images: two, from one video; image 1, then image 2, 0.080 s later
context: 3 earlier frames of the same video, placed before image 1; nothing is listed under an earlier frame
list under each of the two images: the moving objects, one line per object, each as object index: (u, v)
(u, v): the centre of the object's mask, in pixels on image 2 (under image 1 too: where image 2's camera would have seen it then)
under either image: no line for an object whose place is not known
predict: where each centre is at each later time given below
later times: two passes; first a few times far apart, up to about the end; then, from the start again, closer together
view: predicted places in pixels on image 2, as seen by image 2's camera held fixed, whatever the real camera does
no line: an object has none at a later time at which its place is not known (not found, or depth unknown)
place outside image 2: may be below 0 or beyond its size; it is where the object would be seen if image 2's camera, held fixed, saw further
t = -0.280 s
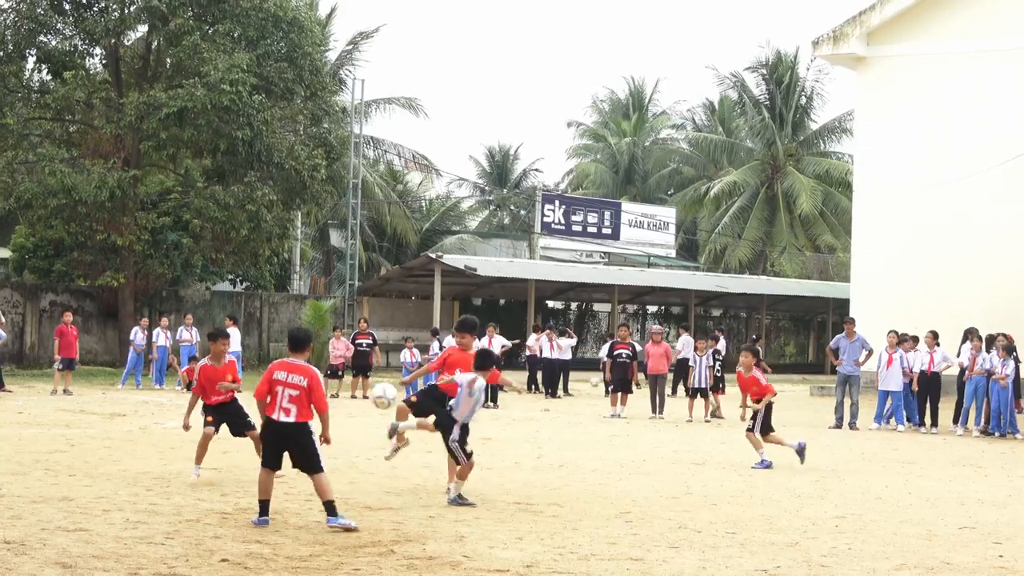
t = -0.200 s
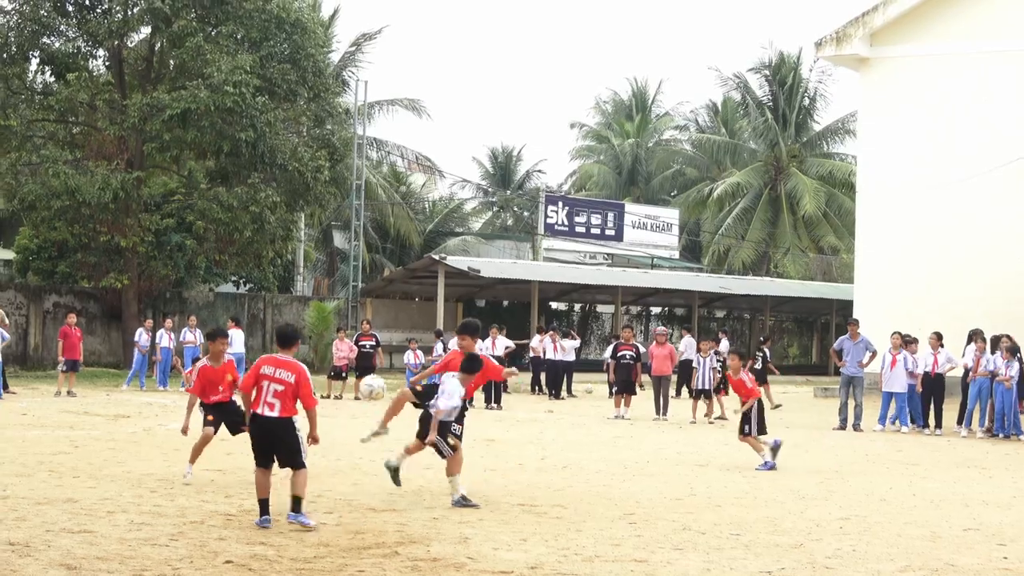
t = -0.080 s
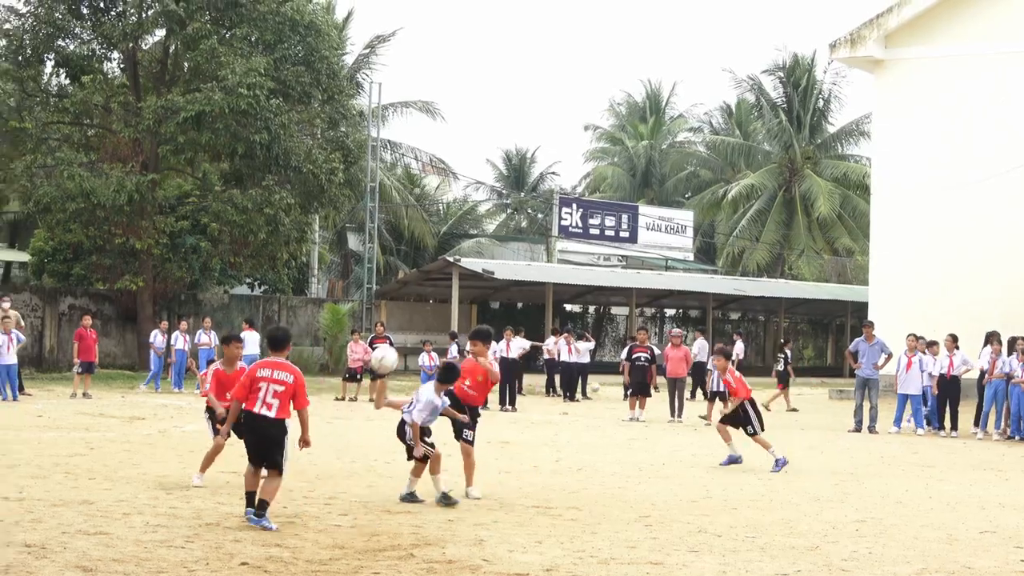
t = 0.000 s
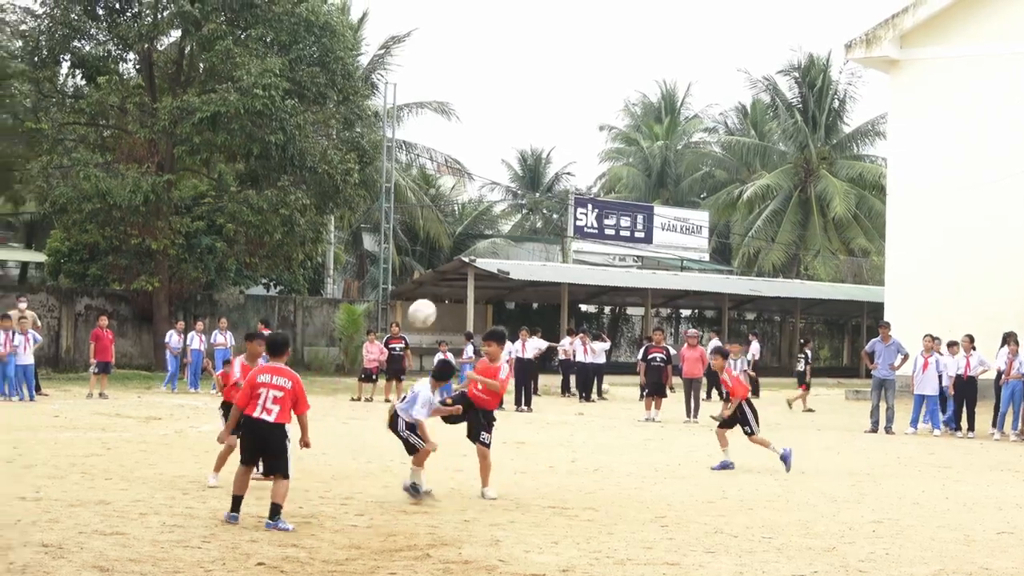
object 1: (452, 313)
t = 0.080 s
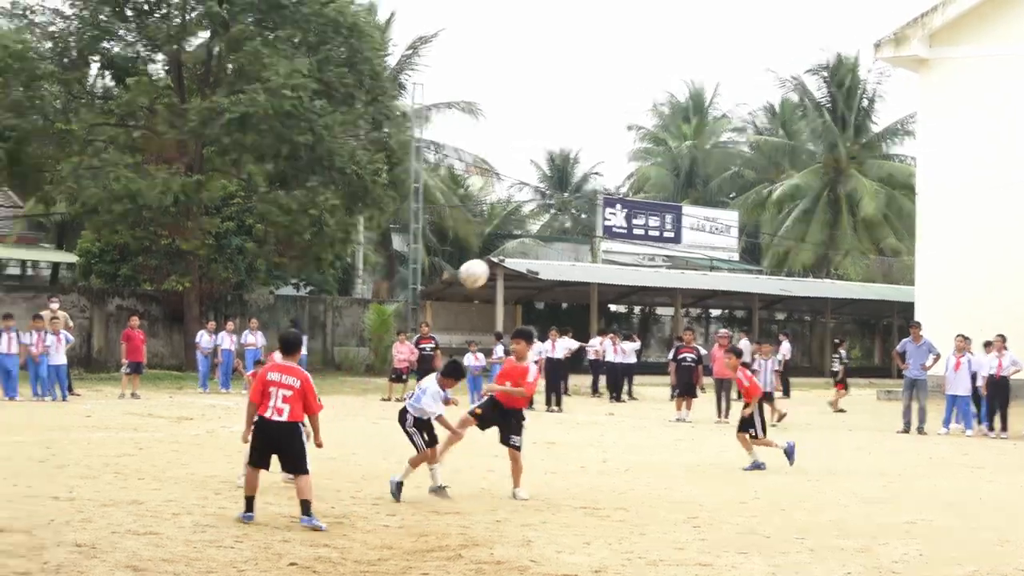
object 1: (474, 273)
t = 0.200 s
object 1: (507, 227)
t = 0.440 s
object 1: (579, 187)
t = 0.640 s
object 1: (643, 206)
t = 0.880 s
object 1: (721, 307)
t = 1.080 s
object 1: (792, 455)
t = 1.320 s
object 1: (839, 423)
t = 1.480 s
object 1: (853, 355)
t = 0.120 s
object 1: (484, 256)
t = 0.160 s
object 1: (496, 241)
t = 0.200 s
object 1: (507, 227)
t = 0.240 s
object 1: (519, 216)
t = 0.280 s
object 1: (531, 204)
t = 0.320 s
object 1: (543, 198)
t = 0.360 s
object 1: (554, 192)
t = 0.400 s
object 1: (567, 189)
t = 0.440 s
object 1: (579, 187)
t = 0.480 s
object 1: (592, 186)
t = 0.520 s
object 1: (603, 193)
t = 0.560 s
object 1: (618, 194)
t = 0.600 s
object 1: (630, 198)
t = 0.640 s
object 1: (643, 206)
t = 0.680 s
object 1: (656, 217)
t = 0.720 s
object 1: (668, 230)
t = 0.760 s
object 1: (681, 246)
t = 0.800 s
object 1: (694, 264)
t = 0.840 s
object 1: (707, 285)
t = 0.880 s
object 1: (721, 307)
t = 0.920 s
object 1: (735, 332)
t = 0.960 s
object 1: (749, 359)
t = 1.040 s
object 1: (777, 421)
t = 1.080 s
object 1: (792, 455)
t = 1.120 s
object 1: (807, 492)
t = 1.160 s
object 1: (822, 524)
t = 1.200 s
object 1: (827, 497)
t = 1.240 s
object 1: (832, 470)
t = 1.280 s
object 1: (836, 445)
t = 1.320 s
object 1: (839, 423)
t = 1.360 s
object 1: (843, 403)
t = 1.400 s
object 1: (846, 383)
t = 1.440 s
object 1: (850, 367)
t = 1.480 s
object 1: (853, 355)
